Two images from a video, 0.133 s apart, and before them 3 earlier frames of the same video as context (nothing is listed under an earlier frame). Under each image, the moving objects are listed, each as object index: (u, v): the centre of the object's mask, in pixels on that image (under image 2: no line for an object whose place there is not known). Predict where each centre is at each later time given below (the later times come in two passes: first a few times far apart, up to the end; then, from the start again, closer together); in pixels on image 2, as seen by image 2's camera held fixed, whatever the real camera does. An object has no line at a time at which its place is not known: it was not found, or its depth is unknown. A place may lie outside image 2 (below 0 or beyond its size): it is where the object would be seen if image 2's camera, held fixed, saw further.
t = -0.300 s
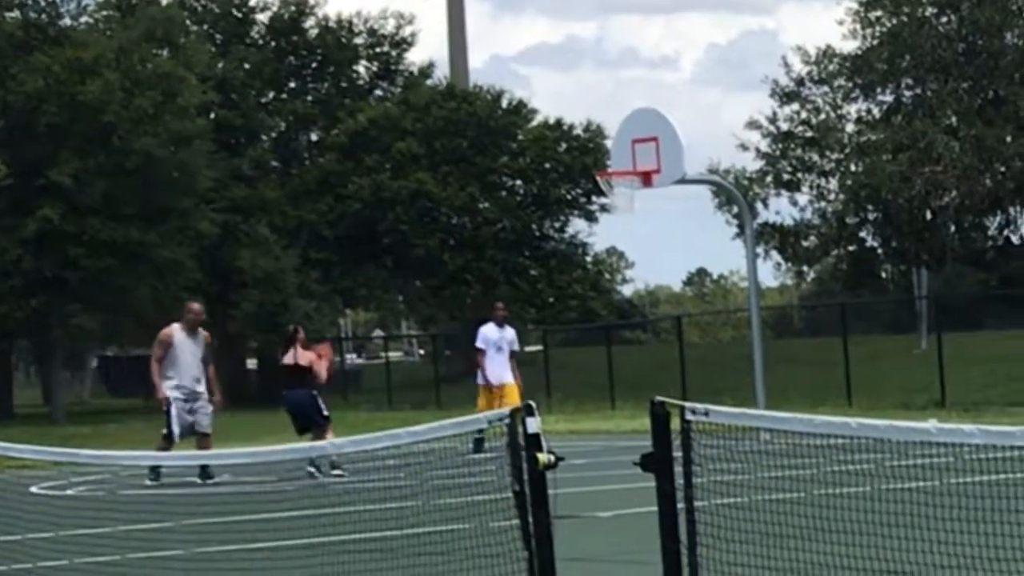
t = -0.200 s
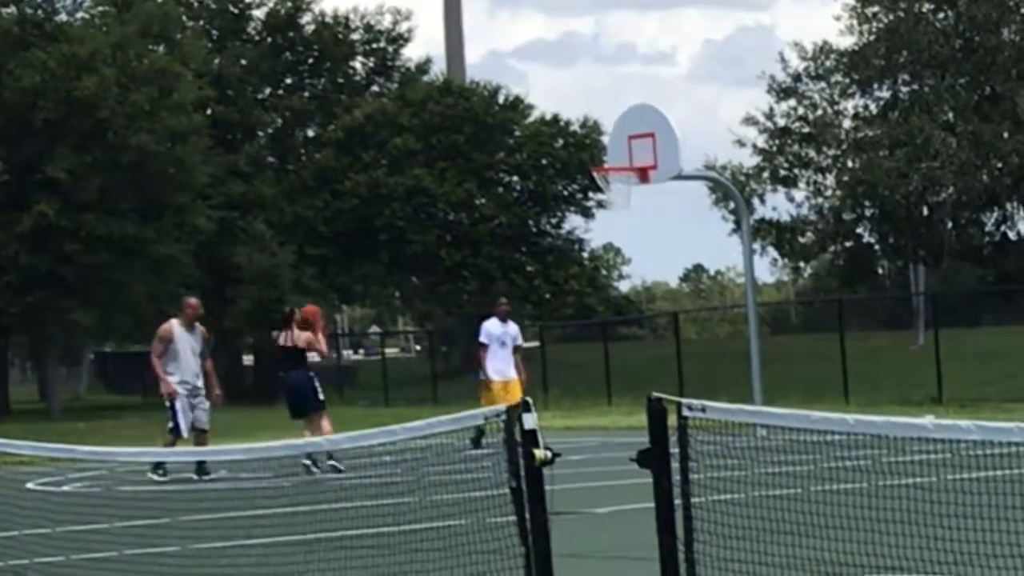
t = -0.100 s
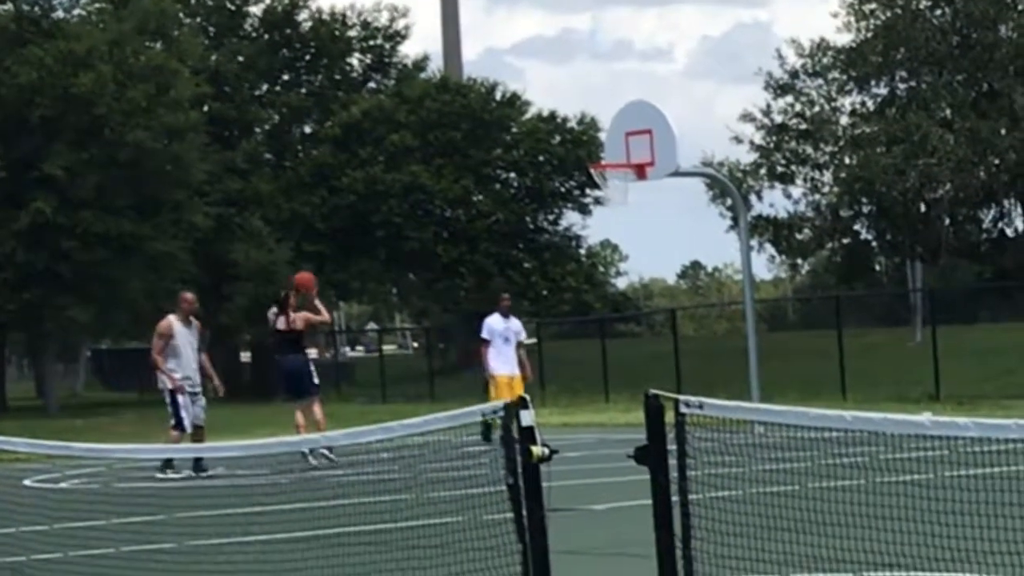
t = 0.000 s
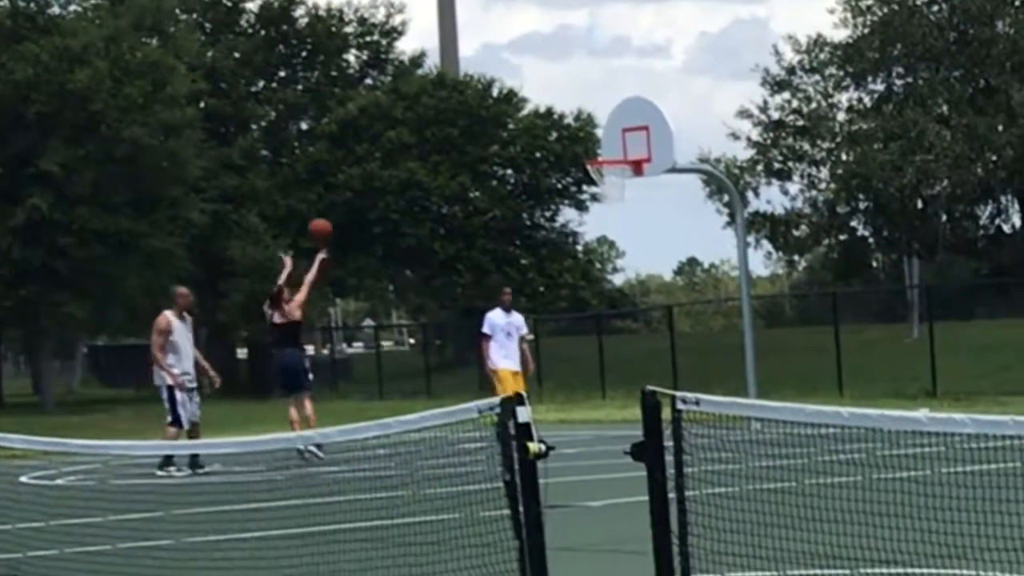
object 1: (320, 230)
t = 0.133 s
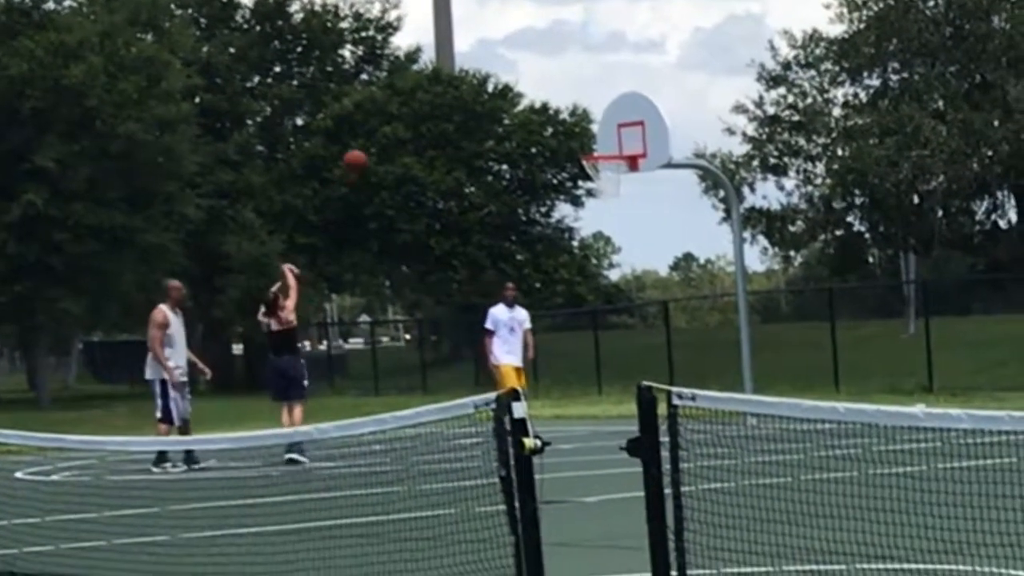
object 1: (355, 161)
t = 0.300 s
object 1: (405, 106)
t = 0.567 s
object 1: (485, 78)
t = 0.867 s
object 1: (578, 124)
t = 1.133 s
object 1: (606, 205)
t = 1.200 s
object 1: (602, 227)
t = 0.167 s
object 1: (364, 145)
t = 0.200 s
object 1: (374, 133)
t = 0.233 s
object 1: (384, 123)
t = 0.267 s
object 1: (395, 114)
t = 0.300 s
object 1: (405, 106)
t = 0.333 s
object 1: (415, 98)
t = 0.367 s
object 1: (426, 92)
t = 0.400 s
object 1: (434, 86)
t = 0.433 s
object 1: (445, 83)
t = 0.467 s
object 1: (455, 82)
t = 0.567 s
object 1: (485, 78)
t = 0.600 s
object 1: (496, 79)
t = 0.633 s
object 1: (506, 83)
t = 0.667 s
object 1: (516, 86)
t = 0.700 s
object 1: (526, 91)
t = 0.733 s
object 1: (537, 97)
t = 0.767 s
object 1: (547, 102)
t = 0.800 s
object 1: (556, 108)
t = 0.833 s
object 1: (568, 115)
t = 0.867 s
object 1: (578, 124)
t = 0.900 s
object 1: (588, 134)
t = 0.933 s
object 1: (599, 146)
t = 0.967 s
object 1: (608, 159)
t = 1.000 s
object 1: (614, 170)
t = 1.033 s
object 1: (612, 181)
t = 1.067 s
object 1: (609, 188)
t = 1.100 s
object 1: (608, 196)
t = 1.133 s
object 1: (606, 205)
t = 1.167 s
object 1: (604, 215)
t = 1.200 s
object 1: (602, 227)
